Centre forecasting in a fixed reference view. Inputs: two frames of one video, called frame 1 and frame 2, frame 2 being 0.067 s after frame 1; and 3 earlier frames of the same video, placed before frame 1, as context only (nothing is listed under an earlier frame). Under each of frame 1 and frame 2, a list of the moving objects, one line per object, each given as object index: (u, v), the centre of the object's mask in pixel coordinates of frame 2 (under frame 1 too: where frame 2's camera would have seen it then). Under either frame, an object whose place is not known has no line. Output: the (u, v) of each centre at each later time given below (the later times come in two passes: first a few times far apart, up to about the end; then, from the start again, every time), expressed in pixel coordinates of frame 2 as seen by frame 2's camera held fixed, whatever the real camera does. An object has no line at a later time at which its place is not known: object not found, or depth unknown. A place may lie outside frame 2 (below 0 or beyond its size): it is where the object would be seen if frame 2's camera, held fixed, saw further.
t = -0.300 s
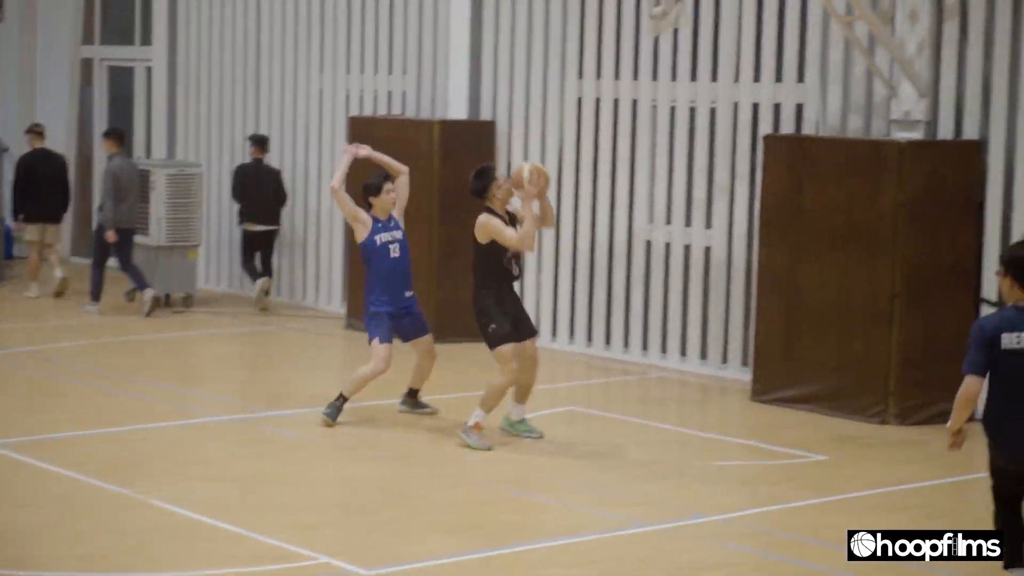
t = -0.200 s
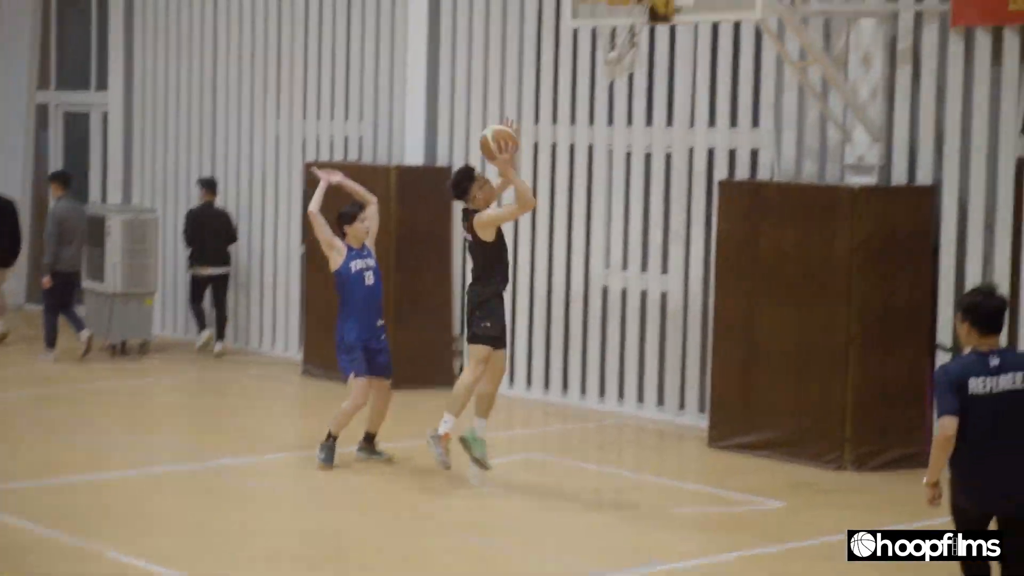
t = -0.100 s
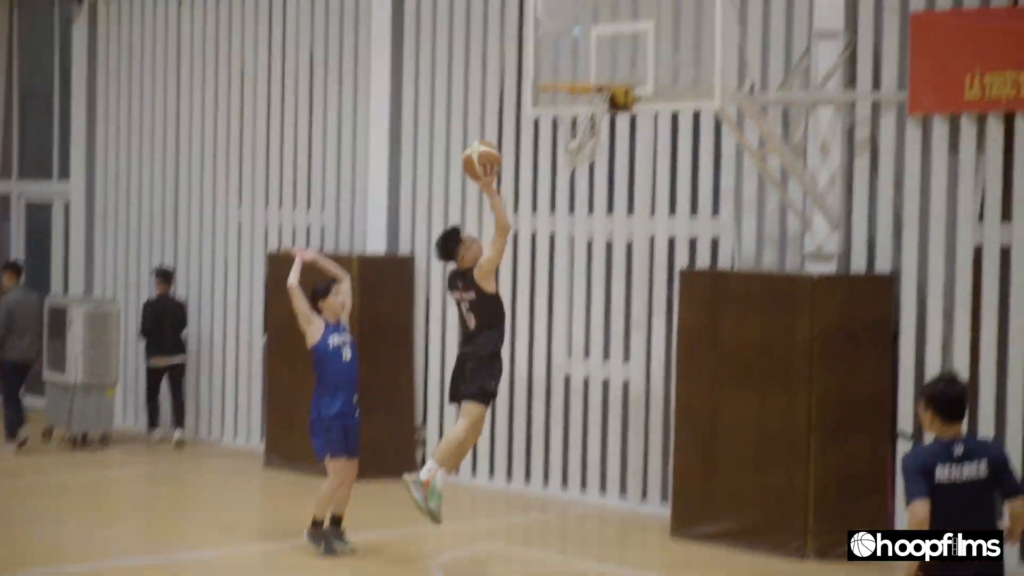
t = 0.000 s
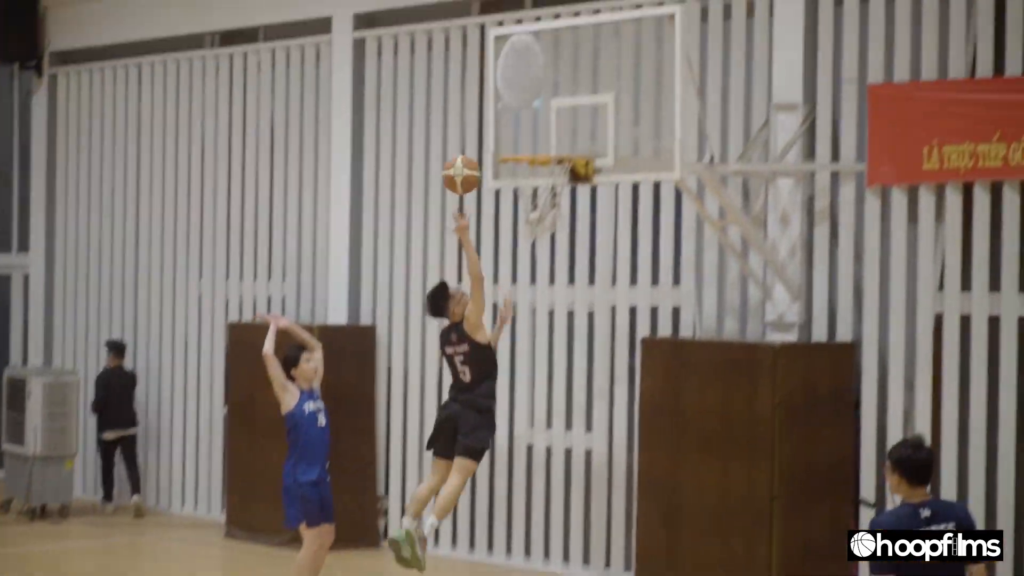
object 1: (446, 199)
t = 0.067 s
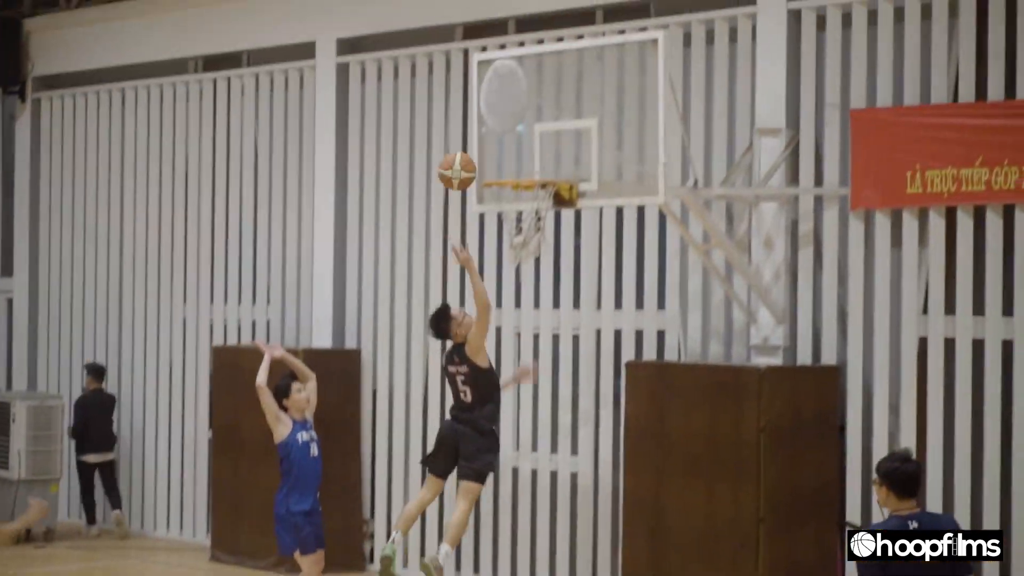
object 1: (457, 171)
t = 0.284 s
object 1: (494, 131)
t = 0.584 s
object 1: (526, 187)
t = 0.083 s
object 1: (460, 166)
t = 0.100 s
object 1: (463, 160)
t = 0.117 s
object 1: (465, 155)
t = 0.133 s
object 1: (469, 151)
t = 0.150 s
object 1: (471, 147)
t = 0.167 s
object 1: (474, 144)
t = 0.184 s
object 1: (477, 141)
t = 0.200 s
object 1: (480, 138)
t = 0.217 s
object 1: (482, 136)
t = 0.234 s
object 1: (485, 134)
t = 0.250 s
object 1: (488, 133)
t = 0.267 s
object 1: (491, 132)
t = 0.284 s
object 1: (494, 131)
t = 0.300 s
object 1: (497, 132)
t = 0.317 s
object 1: (499, 132)
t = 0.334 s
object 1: (502, 133)
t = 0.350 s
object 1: (504, 134)
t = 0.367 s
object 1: (507, 136)
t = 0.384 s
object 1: (510, 138)
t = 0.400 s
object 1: (512, 140)
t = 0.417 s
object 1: (515, 144)
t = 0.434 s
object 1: (517, 147)
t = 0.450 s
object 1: (519, 151)
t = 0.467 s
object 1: (522, 155)
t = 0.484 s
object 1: (525, 159)
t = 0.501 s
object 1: (527, 164)
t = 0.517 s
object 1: (530, 167)
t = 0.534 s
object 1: (532, 170)
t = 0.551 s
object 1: (532, 181)
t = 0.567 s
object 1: (531, 184)
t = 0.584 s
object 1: (526, 187)
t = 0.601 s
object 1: (522, 191)
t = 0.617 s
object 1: (517, 196)
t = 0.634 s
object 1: (514, 199)
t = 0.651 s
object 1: (510, 203)
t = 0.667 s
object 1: (506, 207)
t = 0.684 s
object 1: (502, 213)
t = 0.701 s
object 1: (497, 220)
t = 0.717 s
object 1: (493, 226)
